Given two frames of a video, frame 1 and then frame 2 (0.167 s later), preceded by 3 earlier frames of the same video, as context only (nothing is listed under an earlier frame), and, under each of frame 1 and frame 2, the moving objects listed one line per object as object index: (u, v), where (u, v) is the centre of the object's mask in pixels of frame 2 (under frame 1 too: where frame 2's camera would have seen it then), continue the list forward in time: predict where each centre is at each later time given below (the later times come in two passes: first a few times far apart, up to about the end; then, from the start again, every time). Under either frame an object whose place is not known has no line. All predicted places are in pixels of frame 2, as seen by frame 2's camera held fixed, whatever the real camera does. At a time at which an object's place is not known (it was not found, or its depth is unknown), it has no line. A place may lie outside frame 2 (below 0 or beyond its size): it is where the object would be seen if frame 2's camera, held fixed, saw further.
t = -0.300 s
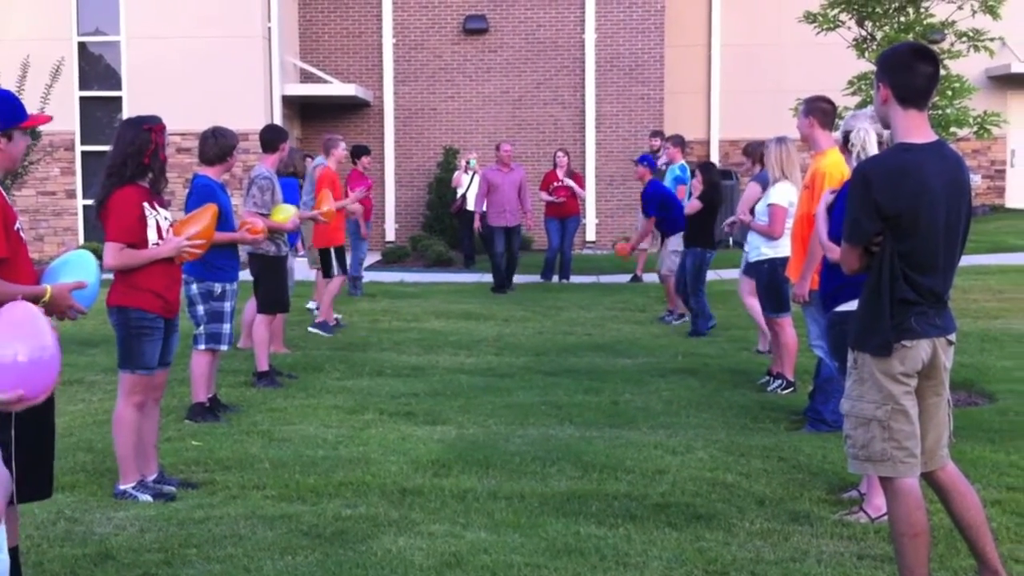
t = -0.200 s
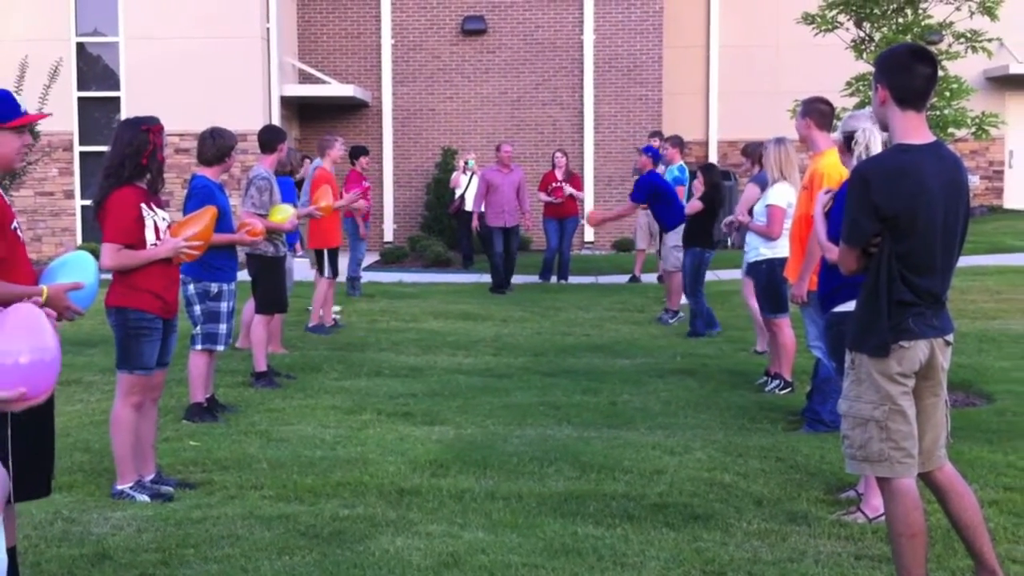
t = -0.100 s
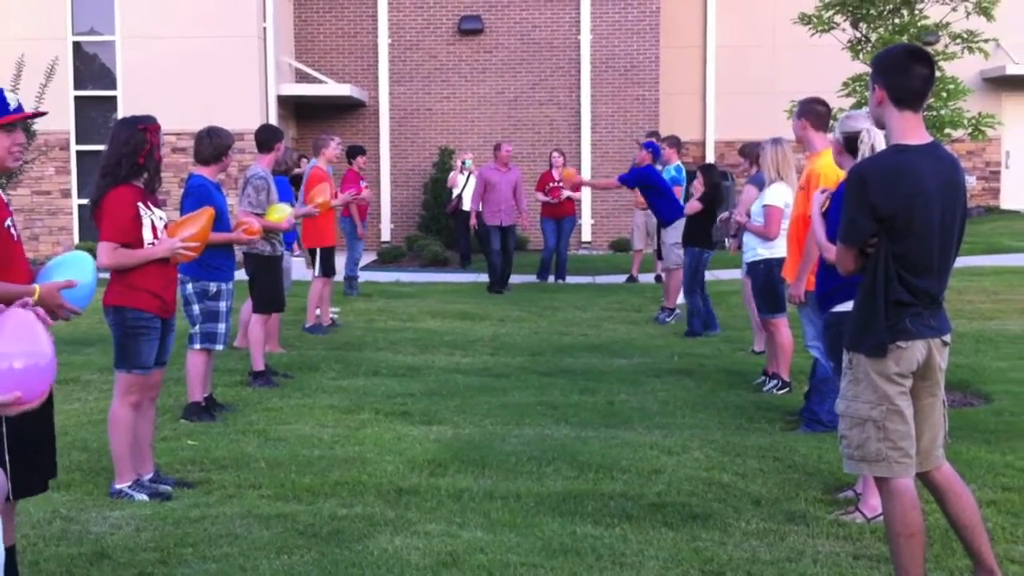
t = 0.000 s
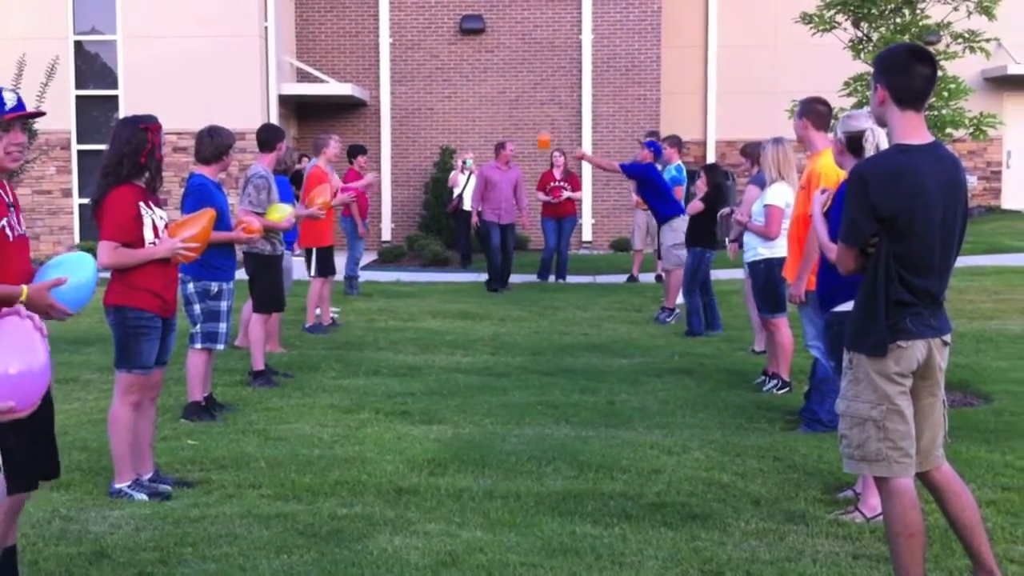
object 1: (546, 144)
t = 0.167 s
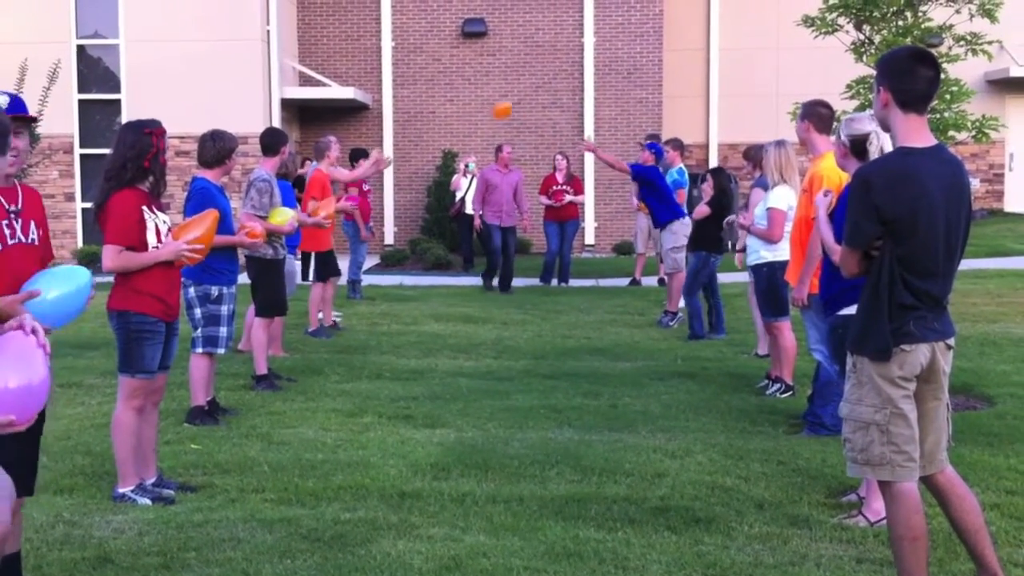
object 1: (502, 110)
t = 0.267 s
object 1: (476, 103)
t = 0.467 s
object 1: (426, 118)
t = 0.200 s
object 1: (494, 106)
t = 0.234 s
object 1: (485, 104)
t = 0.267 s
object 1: (476, 103)
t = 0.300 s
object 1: (468, 102)
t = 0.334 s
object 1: (459, 104)
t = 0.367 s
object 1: (451, 105)
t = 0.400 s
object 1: (442, 109)
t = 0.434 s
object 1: (434, 113)
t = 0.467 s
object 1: (426, 118)
